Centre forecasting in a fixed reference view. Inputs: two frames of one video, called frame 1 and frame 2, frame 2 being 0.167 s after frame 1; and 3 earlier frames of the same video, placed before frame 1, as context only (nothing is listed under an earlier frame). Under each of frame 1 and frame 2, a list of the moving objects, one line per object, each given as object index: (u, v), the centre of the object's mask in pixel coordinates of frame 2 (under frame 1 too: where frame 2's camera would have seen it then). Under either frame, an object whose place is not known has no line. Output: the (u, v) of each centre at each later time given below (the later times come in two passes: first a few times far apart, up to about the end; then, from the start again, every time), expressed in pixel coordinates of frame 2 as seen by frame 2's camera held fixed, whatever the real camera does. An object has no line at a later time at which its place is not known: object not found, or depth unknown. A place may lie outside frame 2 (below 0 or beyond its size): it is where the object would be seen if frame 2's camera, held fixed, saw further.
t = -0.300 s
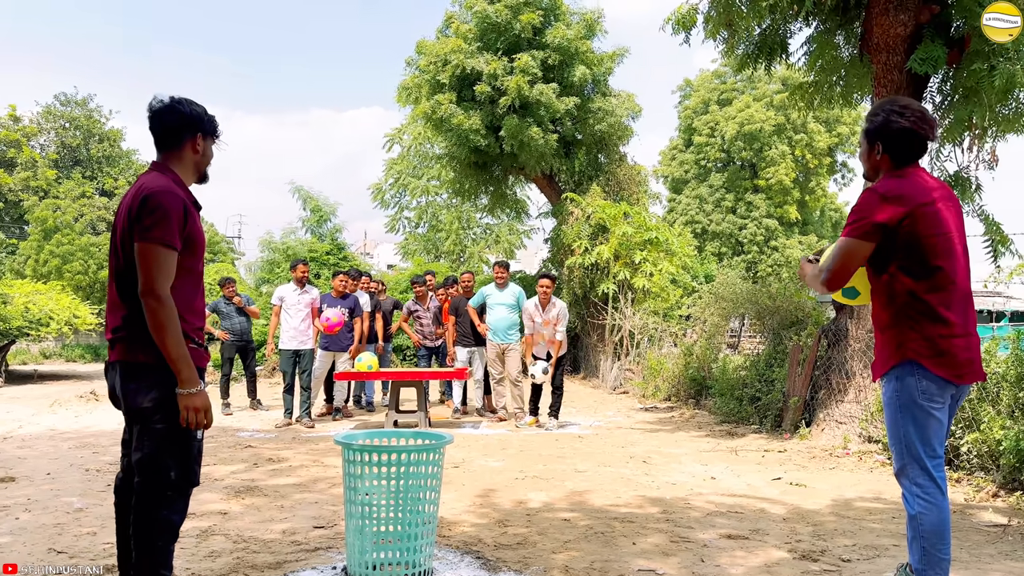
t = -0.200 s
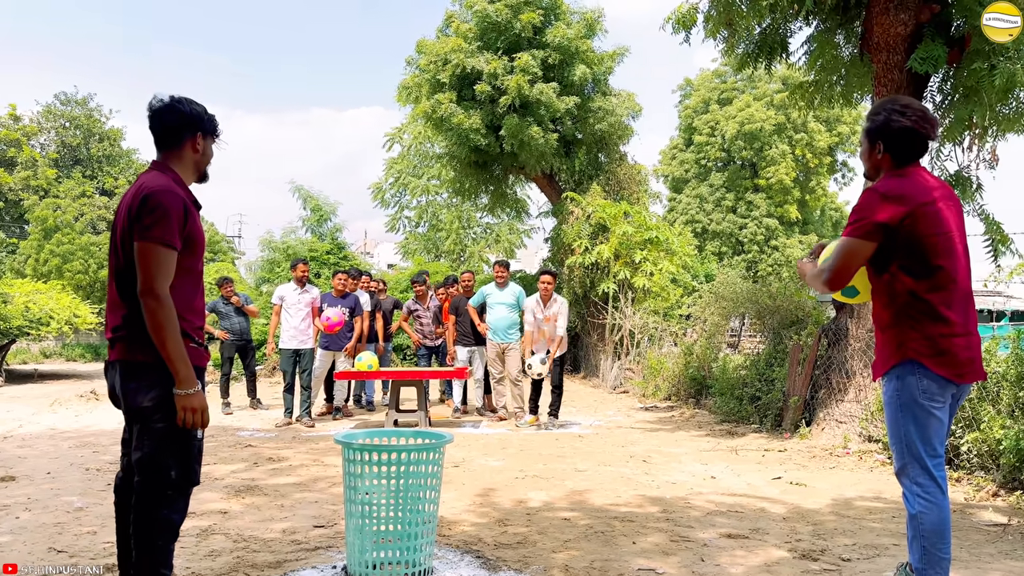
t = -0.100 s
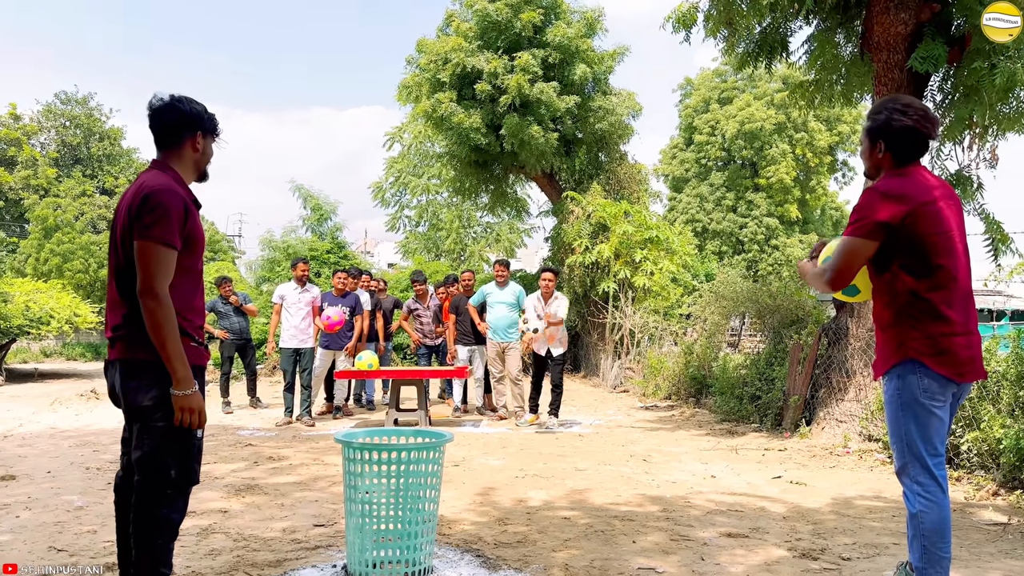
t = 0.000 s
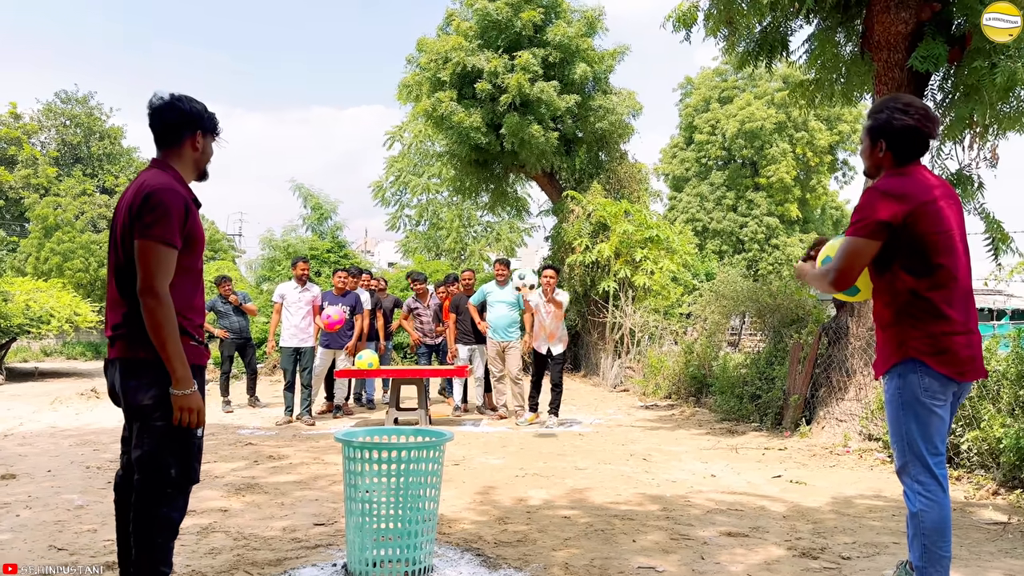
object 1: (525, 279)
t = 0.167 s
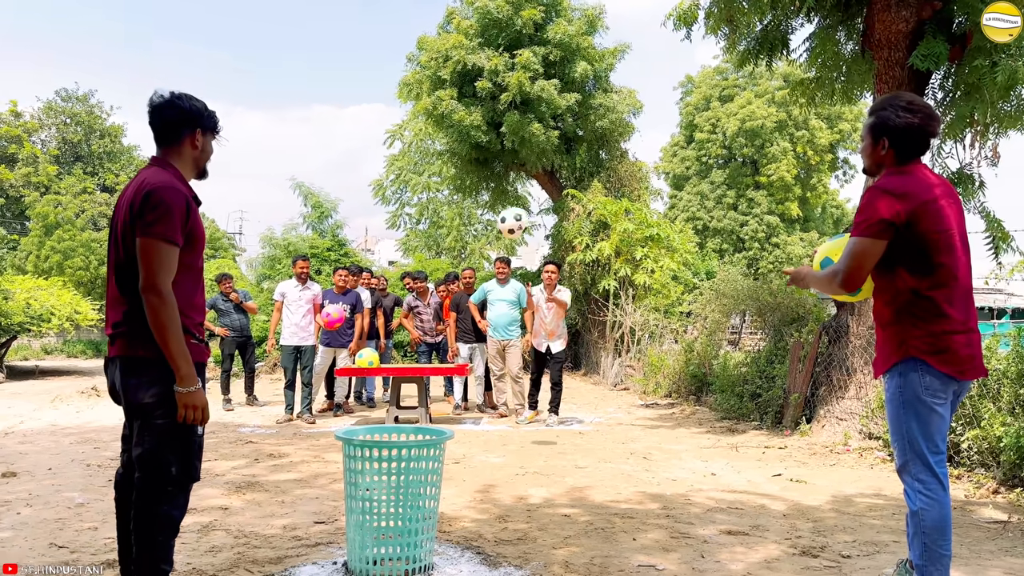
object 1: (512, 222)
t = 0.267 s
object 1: (505, 200)
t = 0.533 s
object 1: (474, 207)
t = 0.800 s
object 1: (424, 388)
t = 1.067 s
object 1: (420, 222)
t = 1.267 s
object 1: (416, 142)
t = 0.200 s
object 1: (510, 214)
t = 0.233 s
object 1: (508, 206)
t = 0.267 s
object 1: (505, 200)
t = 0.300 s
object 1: (502, 195)
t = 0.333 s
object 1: (499, 192)
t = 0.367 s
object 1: (495, 190)
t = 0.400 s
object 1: (491, 189)
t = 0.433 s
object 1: (488, 191)
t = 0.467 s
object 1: (484, 194)
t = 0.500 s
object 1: (479, 200)
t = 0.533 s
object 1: (474, 207)
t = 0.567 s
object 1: (470, 217)
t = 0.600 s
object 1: (464, 231)
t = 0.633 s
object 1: (459, 247)
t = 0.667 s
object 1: (452, 267)
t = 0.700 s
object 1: (445, 291)
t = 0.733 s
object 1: (438, 318)
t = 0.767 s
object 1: (431, 350)
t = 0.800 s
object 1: (424, 388)
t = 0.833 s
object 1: (418, 410)
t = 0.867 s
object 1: (418, 377)
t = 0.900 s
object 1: (418, 346)
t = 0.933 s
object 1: (419, 317)
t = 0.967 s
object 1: (419, 290)
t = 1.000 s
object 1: (419, 265)
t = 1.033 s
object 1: (420, 243)
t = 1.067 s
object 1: (420, 222)
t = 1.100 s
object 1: (420, 203)
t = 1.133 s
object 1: (420, 186)
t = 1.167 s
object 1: (420, 170)
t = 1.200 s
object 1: (418, 158)
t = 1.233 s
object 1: (417, 148)
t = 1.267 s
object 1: (416, 142)
